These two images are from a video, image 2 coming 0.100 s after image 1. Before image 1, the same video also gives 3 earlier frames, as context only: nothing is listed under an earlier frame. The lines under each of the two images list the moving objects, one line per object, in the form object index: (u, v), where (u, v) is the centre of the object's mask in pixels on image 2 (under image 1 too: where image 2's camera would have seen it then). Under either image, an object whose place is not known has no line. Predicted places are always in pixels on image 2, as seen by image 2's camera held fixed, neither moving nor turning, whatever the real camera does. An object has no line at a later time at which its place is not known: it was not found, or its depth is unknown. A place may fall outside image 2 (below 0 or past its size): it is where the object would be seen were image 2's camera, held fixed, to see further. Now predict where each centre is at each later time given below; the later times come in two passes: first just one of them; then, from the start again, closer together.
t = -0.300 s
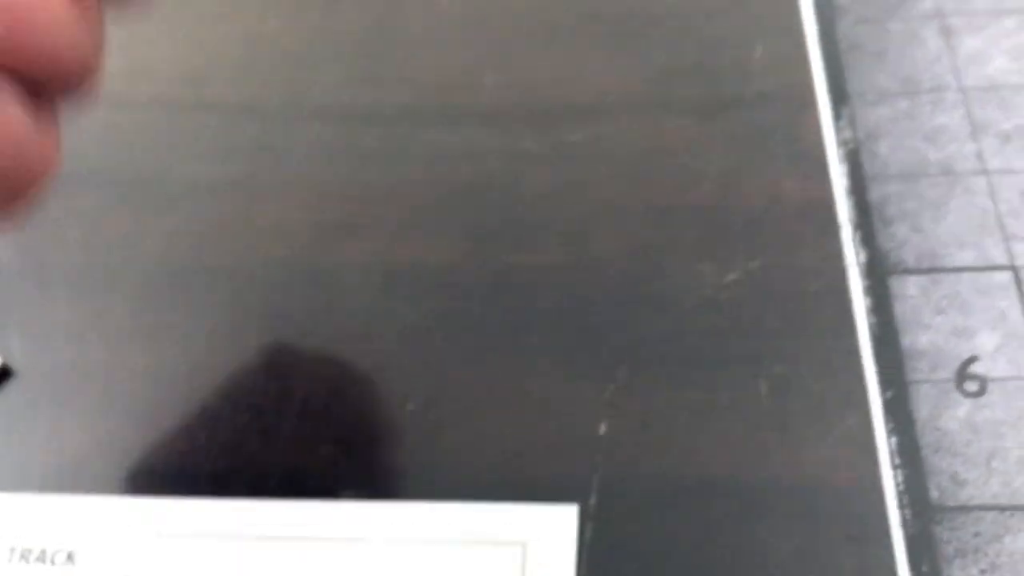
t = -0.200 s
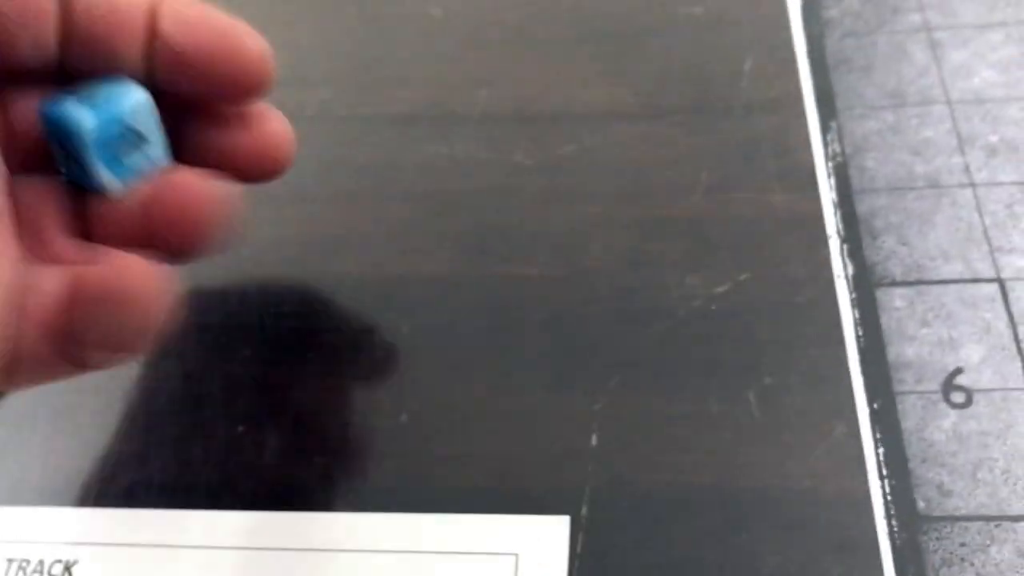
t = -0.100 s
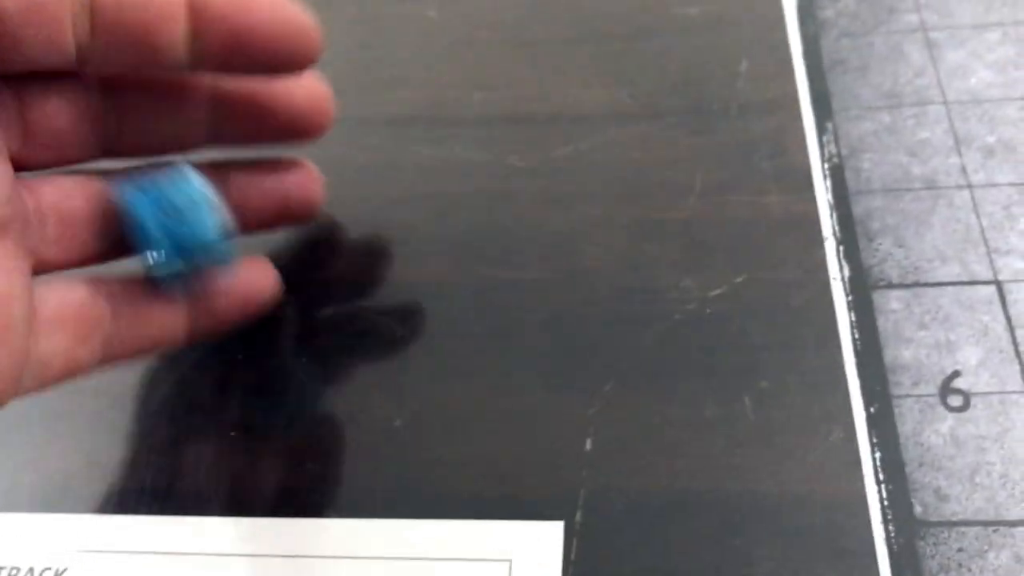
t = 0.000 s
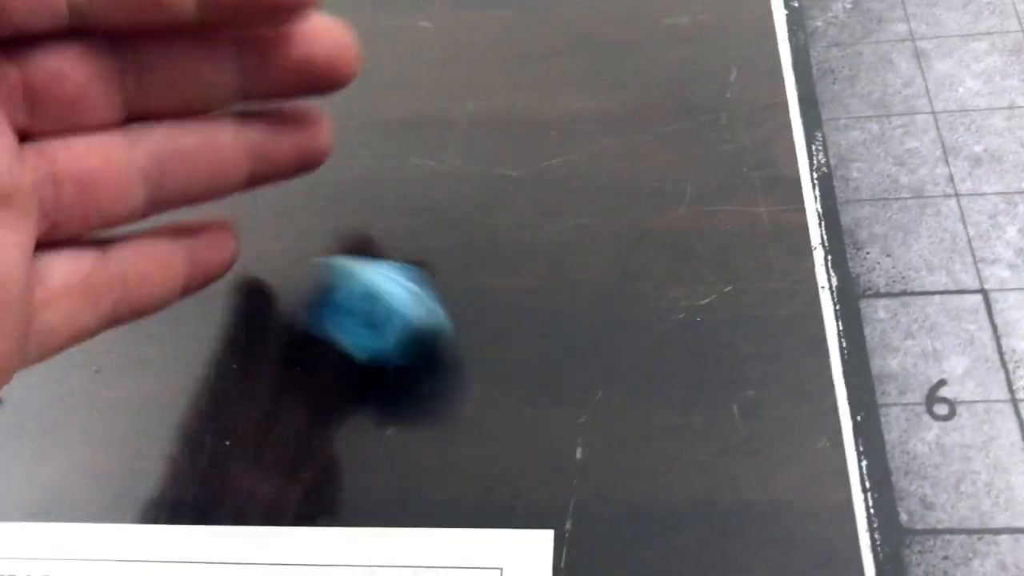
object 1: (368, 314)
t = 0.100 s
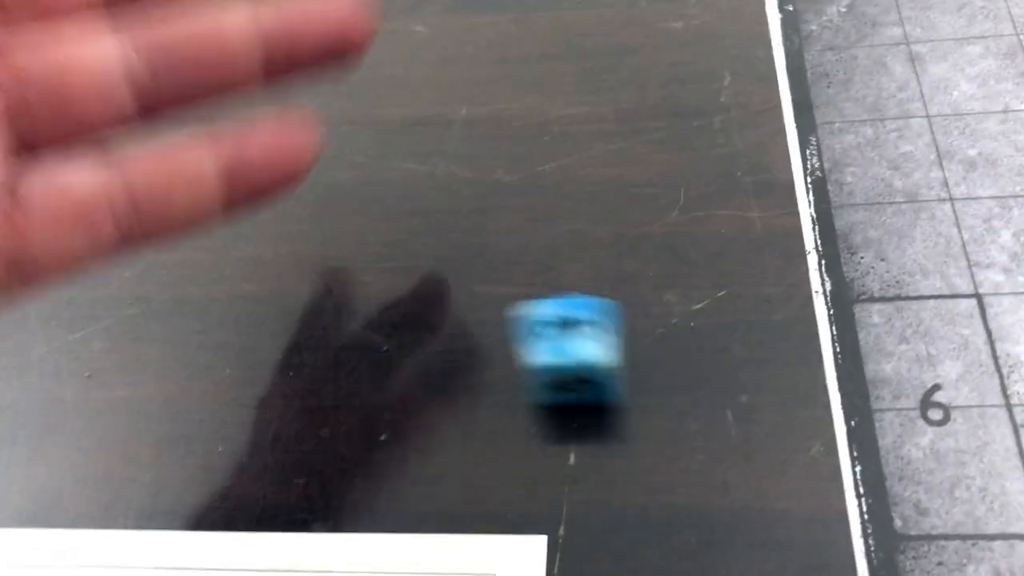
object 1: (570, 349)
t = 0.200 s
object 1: (692, 356)
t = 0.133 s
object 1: (622, 354)
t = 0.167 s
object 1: (663, 356)
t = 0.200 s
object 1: (692, 356)
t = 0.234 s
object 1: (710, 357)
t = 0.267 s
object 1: (718, 357)
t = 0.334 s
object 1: (719, 357)
